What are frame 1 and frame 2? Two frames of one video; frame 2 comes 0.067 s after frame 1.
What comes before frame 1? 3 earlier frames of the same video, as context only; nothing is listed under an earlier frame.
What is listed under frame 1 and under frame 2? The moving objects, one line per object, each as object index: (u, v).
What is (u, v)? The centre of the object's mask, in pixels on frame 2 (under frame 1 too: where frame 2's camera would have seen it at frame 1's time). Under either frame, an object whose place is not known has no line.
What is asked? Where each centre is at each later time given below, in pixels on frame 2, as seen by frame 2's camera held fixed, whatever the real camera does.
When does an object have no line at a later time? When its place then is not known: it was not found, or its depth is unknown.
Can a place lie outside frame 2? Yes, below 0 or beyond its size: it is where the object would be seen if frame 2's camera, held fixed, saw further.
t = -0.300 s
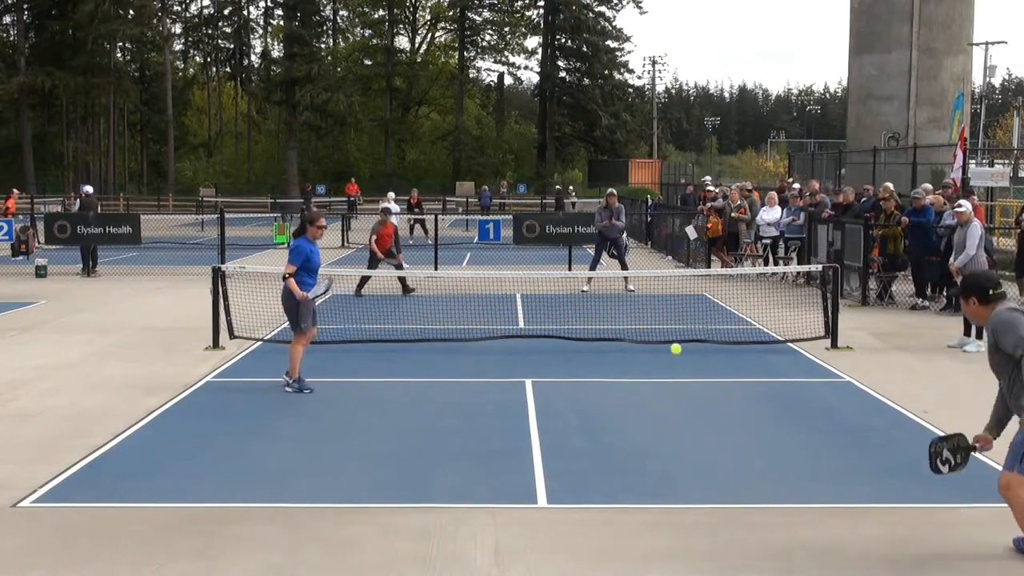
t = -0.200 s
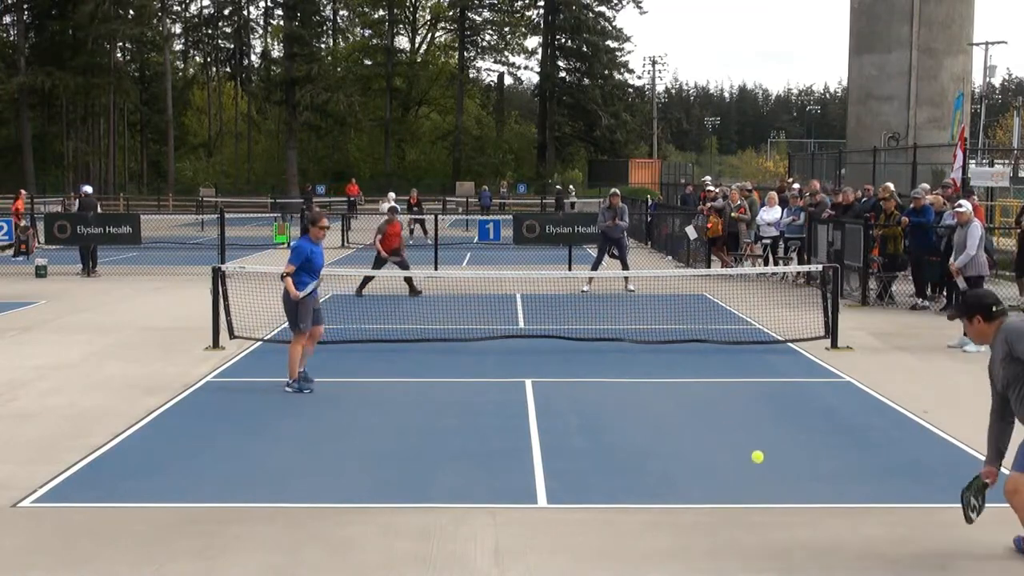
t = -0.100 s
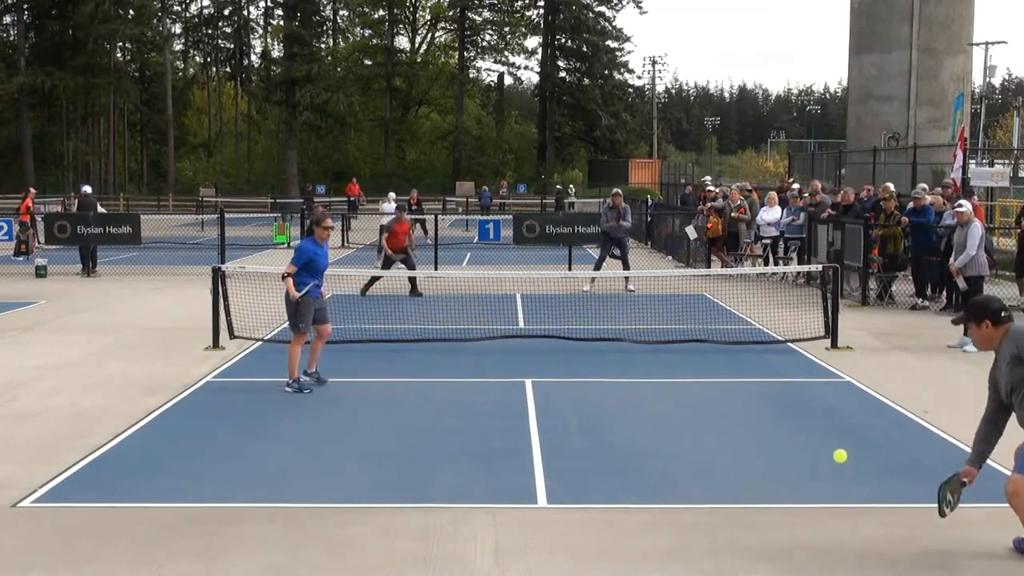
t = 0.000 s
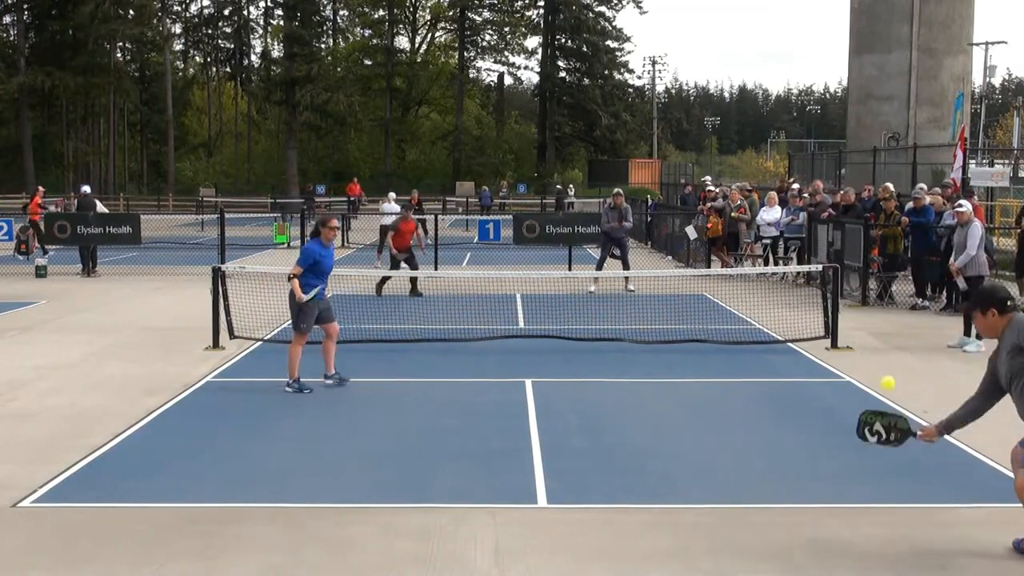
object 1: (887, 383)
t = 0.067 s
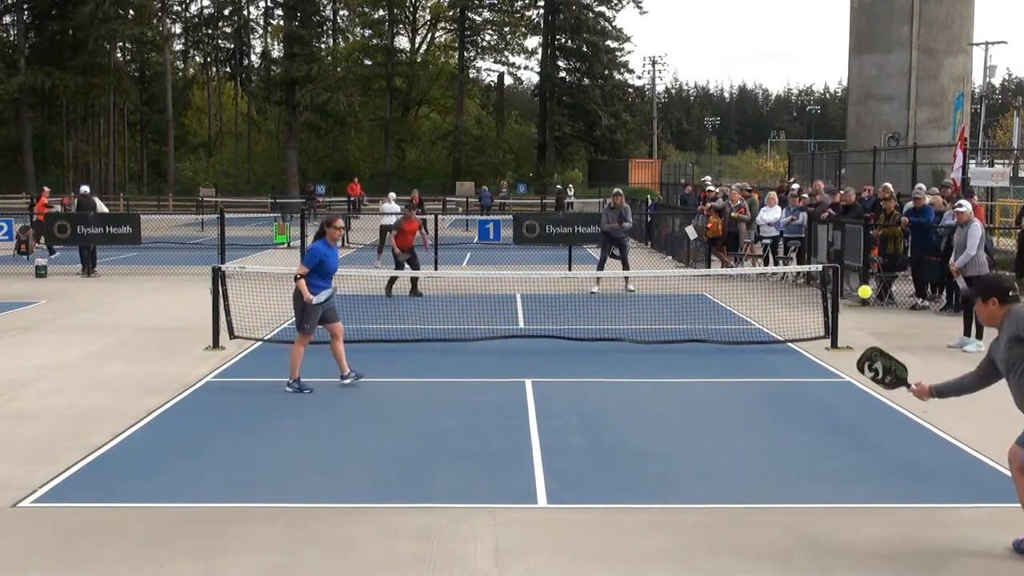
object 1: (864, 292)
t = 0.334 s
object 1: (800, 69)
